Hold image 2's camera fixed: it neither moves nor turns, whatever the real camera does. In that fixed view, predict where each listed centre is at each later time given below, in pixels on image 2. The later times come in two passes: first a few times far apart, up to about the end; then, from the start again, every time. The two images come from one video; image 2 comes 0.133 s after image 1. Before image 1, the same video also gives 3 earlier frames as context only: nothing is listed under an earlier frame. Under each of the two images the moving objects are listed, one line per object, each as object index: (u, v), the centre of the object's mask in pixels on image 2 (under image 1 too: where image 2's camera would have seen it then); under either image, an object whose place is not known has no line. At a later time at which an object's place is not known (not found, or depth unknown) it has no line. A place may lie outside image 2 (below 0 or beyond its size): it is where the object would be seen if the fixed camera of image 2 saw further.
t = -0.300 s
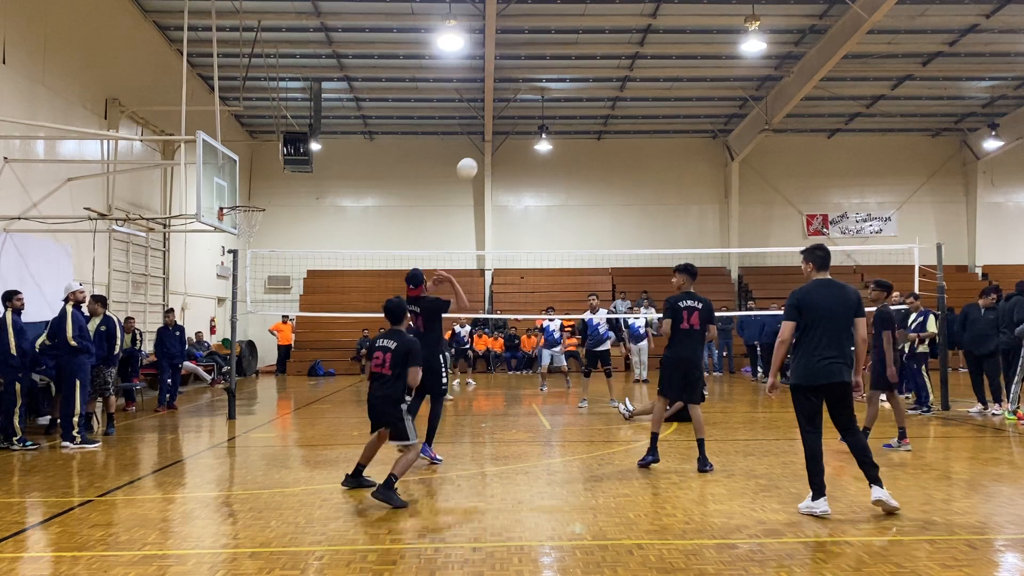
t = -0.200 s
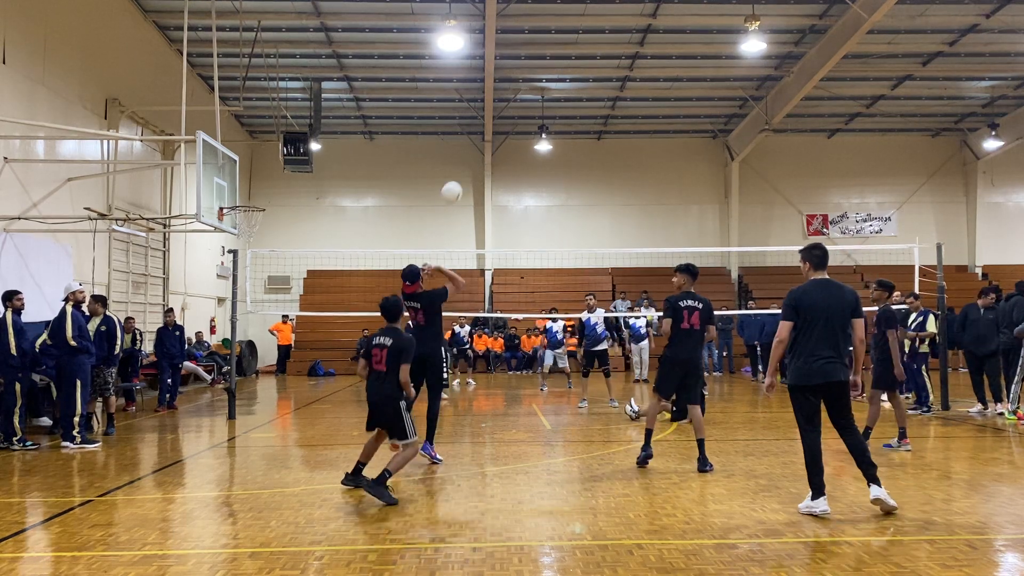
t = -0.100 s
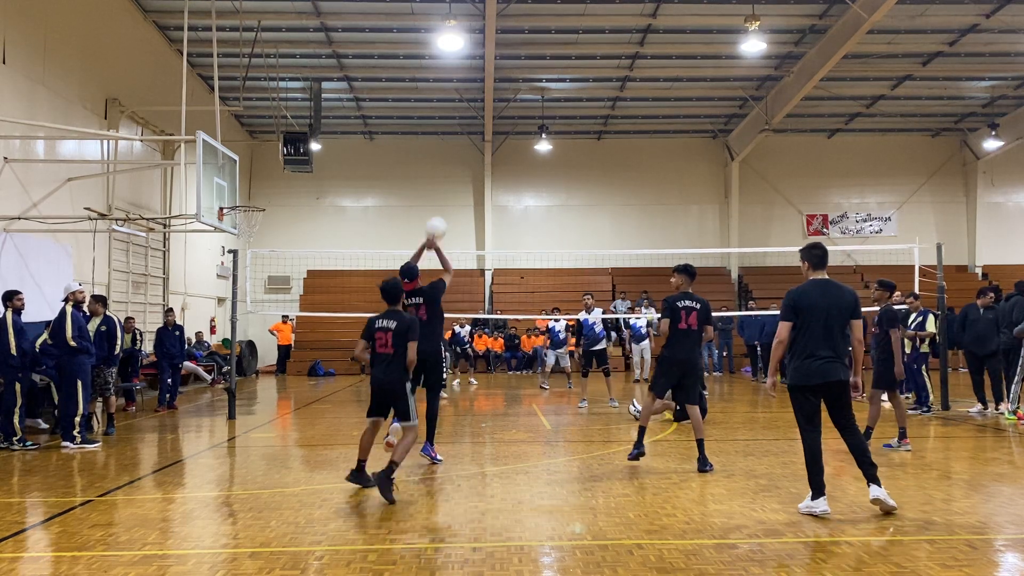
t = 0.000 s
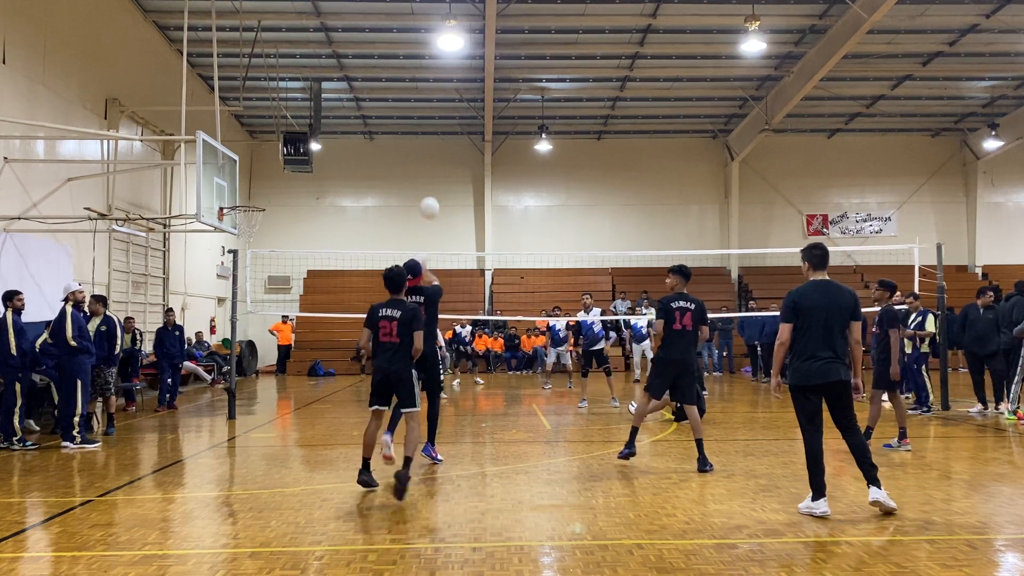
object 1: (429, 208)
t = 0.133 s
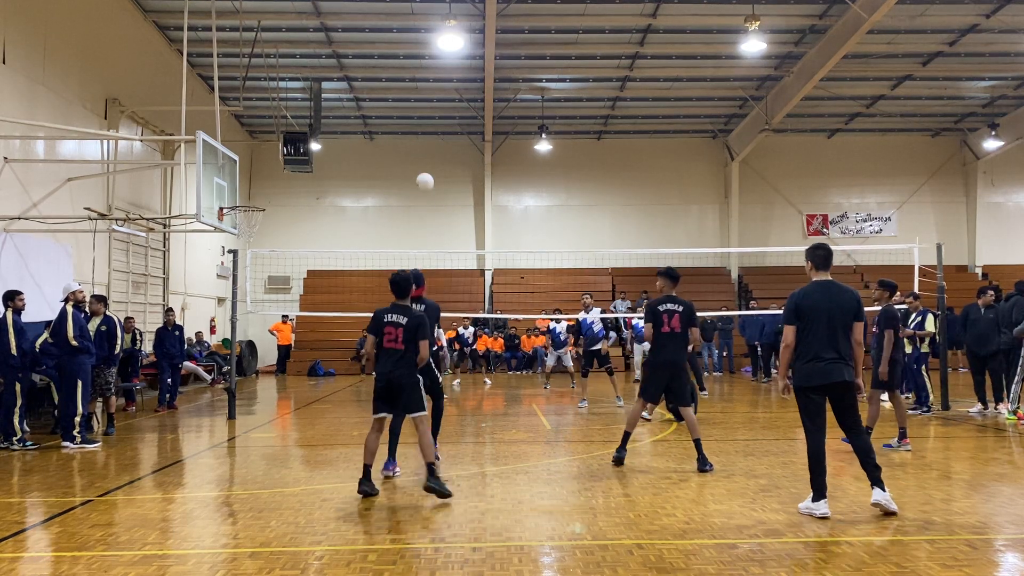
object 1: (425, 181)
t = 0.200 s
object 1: (423, 176)
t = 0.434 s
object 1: (417, 183)
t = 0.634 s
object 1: (415, 214)
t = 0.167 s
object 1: (424, 178)
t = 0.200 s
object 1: (423, 176)
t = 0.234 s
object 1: (422, 175)
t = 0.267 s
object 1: (420, 175)
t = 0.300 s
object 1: (420, 175)
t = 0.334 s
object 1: (419, 176)
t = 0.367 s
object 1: (418, 178)
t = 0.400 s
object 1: (417, 181)
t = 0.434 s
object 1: (417, 183)
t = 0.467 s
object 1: (416, 187)
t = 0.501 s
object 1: (416, 192)
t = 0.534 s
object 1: (416, 197)
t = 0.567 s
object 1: (416, 202)
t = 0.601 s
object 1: (415, 208)
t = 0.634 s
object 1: (415, 214)
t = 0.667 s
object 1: (415, 220)
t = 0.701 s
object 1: (415, 227)
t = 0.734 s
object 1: (414, 234)
